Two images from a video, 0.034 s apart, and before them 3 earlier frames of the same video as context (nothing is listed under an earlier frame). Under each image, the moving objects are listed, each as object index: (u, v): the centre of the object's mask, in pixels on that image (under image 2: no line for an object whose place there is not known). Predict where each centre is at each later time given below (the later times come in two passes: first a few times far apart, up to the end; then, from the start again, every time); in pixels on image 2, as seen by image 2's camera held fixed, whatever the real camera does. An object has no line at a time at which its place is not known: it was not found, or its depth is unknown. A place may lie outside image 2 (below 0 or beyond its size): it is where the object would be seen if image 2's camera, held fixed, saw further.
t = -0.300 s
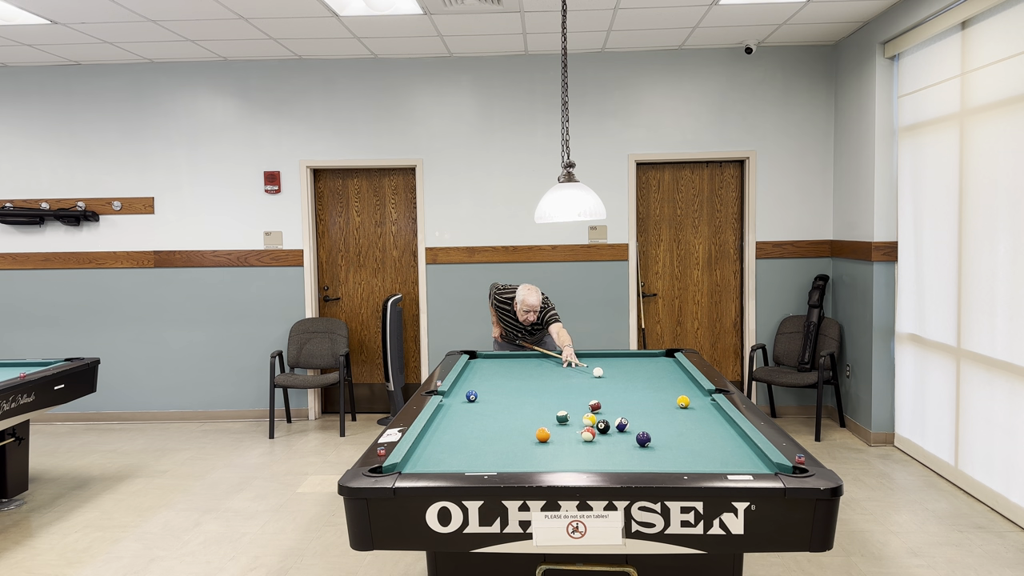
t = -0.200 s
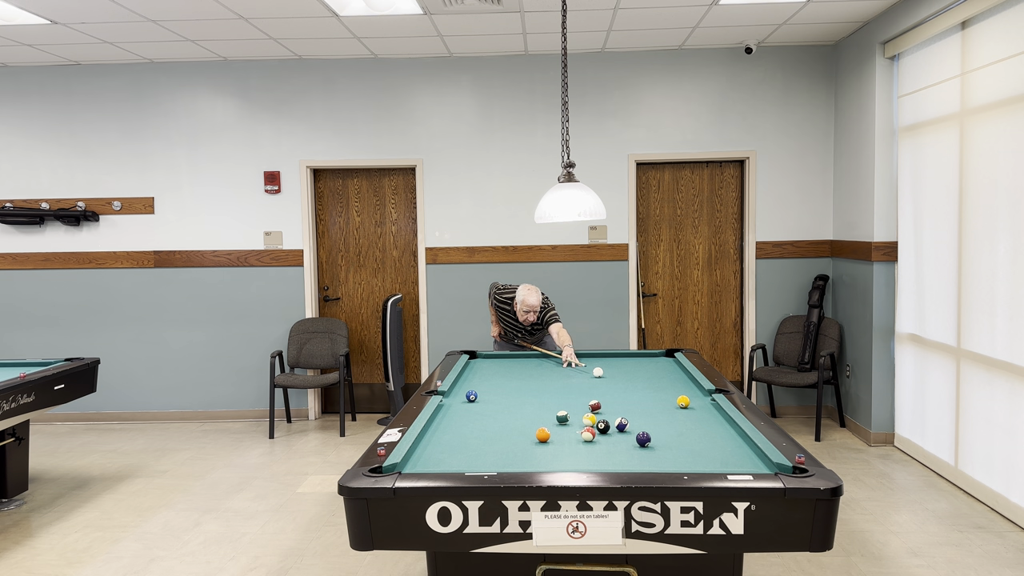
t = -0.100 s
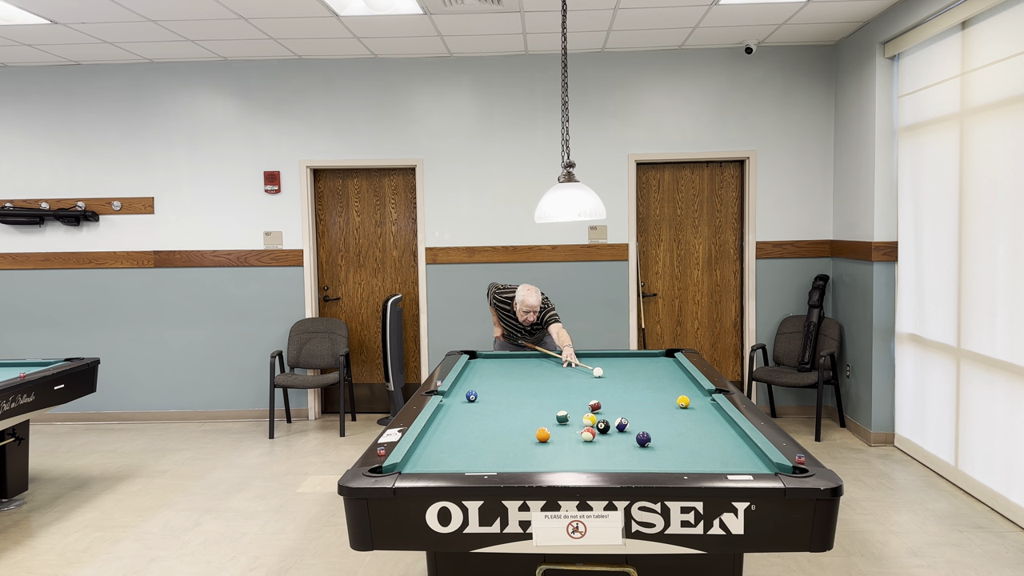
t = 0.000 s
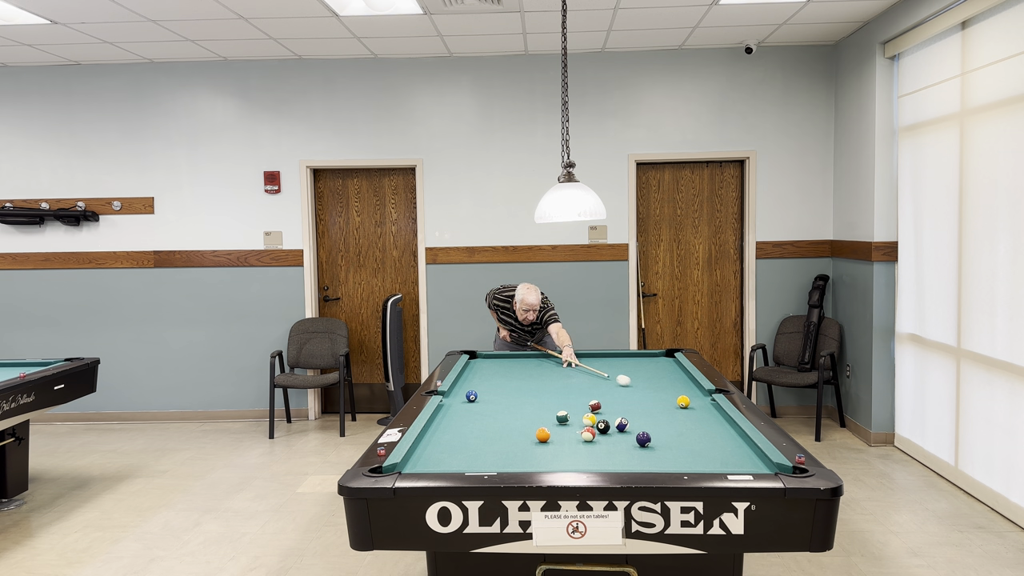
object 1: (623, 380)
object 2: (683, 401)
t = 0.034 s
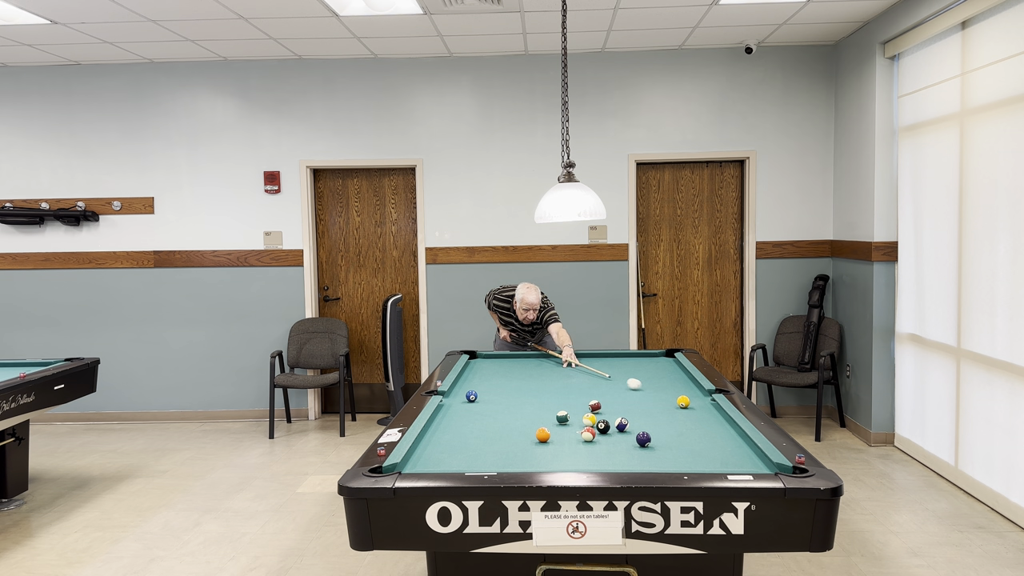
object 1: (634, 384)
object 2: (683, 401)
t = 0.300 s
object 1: (702, 399)
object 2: (706, 416)
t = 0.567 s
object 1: (688, 401)
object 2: (752, 449)
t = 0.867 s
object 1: (667, 405)
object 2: (780, 468)
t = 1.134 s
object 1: (649, 408)
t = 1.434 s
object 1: (629, 411)
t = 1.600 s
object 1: (618, 412)
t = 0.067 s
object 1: (644, 387)
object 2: (683, 401)
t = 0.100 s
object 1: (655, 391)
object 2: (683, 401)
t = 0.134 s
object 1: (667, 395)
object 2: (683, 401)
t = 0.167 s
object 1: (675, 397)
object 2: (683, 402)
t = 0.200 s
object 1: (683, 397)
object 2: (688, 405)
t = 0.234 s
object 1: (690, 398)
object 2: (694, 409)
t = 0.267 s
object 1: (696, 399)
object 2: (700, 412)
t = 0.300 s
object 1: (702, 399)
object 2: (706, 416)
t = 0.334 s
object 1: (708, 399)
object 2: (712, 420)
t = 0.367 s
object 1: (705, 399)
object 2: (718, 425)
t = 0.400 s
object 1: (701, 400)
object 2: (724, 429)
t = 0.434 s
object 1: (698, 400)
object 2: (730, 433)
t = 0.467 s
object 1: (696, 400)
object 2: (736, 437)
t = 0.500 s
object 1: (693, 401)
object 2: (742, 441)
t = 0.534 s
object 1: (691, 401)
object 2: (748, 445)
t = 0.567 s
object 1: (688, 401)
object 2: (752, 449)
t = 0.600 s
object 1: (686, 402)
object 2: (754, 453)
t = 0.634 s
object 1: (684, 402)
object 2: (756, 457)
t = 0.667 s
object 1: (681, 402)
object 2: (758, 461)
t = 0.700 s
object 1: (679, 403)
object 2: (761, 464)
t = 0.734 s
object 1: (677, 403)
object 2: (763, 466)
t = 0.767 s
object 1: (674, 404)
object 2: (769, 467)
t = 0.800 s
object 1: (672, 404)
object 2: (777, 467)
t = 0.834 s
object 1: (670, 404)
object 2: (782, 468)
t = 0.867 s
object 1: (667, 405)
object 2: (780, 468)
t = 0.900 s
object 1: (665, 405)
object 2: (779, 469)
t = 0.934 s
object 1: (663, 406)
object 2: (779, 470)
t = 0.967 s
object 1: (660, 406)
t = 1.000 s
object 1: (658, 406)
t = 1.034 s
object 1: (656, 407)
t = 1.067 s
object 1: (653, 407)
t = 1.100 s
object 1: (651, 407)
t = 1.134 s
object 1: (649, 408)
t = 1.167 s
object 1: (647, 408)
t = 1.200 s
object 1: (644, 409)
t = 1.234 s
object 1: (642, 409)
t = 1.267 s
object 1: (640, 409)
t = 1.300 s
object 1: (638, 409)
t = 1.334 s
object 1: (636, 410)
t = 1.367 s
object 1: (633, 410)
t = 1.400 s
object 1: (631, 410)
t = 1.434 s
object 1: (629, 411)
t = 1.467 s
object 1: (627, 411)
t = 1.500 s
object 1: (625, 411)
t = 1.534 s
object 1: (622, 411)
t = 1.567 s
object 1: (620, 411)
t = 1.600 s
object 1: (618, 412)
